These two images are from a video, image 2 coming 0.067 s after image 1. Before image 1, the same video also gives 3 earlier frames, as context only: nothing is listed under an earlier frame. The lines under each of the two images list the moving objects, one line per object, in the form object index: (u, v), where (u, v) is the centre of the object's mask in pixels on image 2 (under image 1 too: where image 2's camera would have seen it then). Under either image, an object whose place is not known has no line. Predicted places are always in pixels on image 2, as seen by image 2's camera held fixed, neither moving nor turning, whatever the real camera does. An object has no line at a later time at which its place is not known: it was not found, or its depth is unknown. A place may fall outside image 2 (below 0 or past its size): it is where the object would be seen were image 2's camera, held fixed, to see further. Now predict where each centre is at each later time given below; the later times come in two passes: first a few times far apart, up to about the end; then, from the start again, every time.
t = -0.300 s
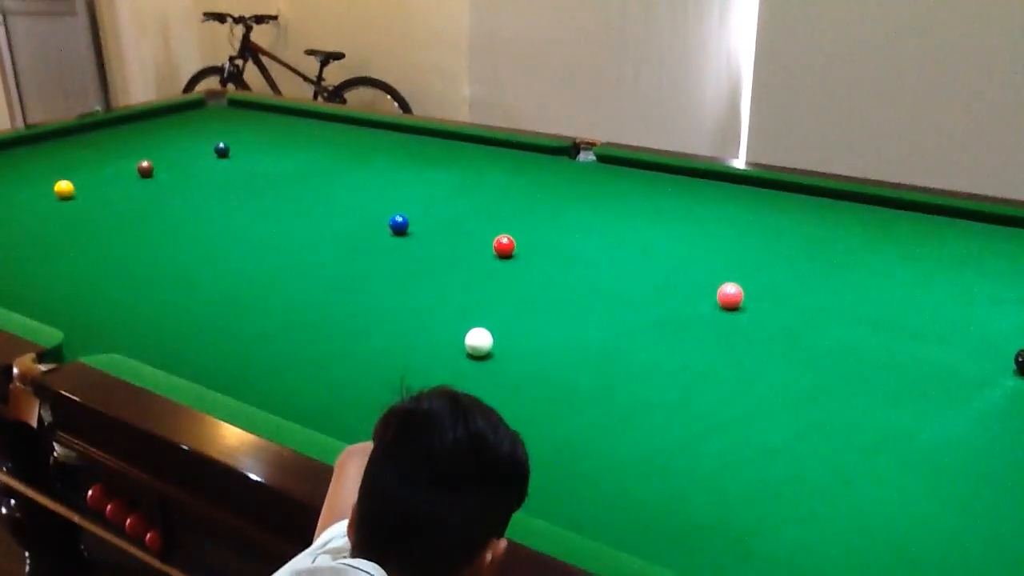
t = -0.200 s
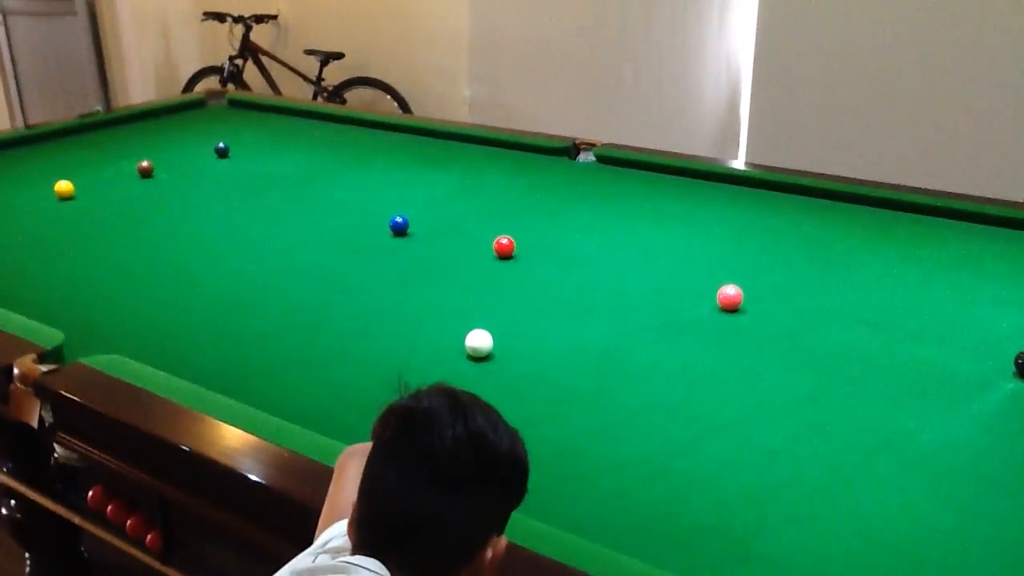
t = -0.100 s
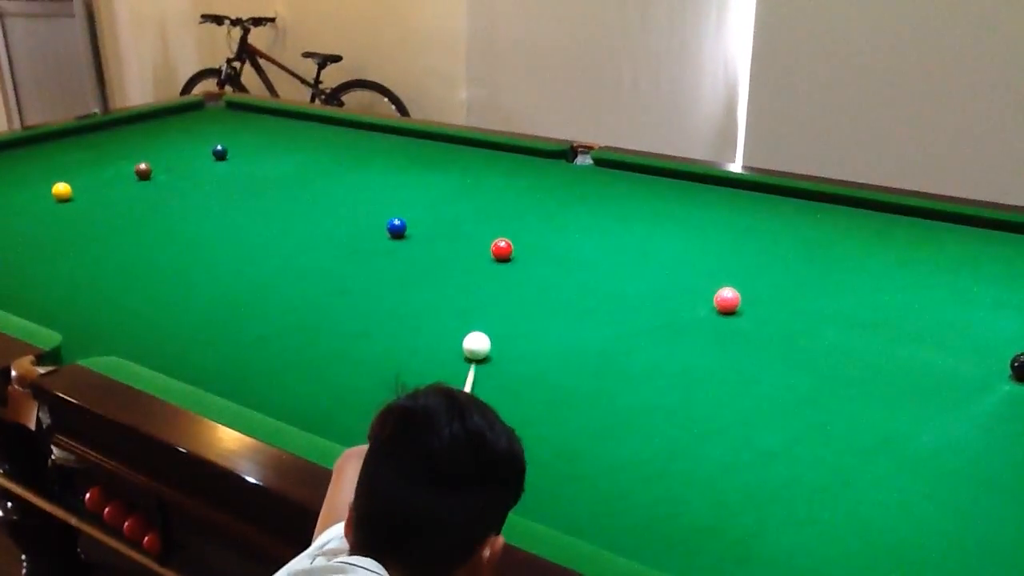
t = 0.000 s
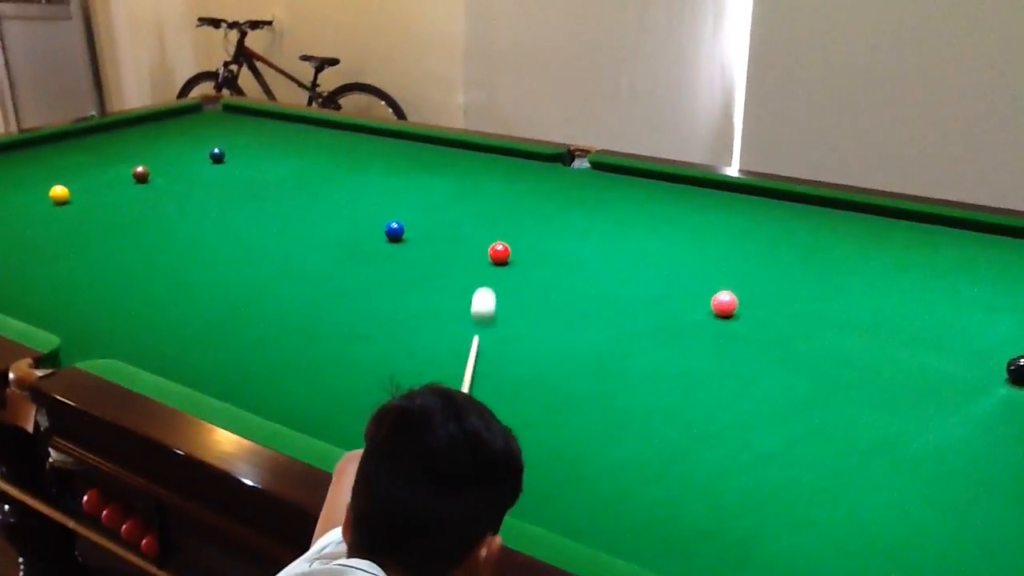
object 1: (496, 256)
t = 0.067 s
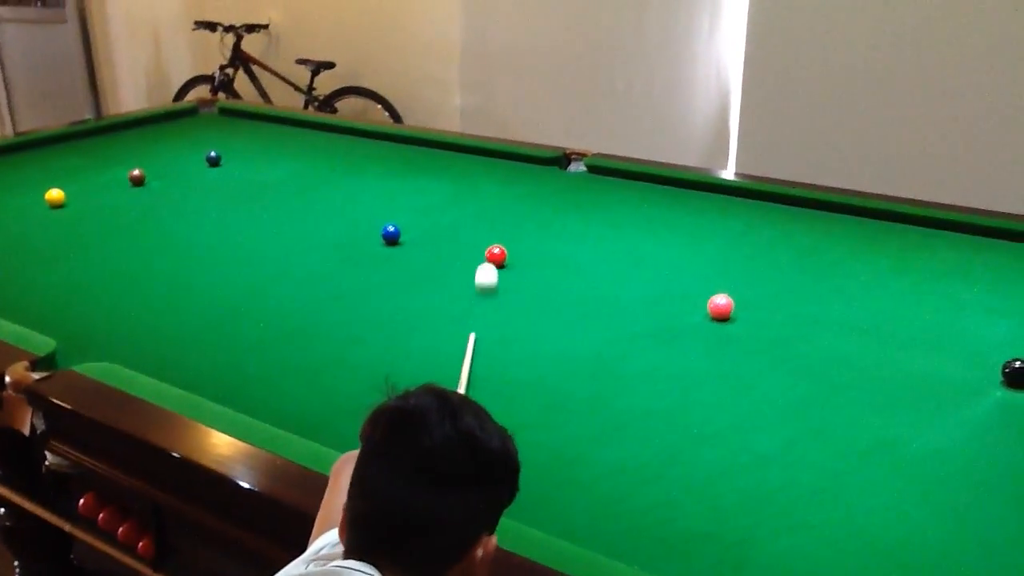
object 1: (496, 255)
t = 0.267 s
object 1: (527, 215)
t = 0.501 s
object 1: (557, 178)
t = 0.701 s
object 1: (577, 163)
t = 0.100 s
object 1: (499, 252)
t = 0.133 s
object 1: (502, 246)
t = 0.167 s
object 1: (509, 237)
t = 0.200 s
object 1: (516, 229)
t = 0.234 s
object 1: (521, 221)
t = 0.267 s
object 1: (527, 215)
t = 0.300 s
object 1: (532, 209)
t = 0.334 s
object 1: (536, 204)
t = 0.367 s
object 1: (541, 198)
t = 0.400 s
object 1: (545, 192)
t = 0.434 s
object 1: (549, 187)
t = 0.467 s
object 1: (553, 183)
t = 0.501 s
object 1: (557, 178)
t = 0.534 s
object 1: (560, 173)
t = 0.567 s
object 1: (564, 170)
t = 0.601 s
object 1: (568, 165)
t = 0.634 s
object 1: (570, 162)
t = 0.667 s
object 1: (573, 161)
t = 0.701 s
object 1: (577, 163)
